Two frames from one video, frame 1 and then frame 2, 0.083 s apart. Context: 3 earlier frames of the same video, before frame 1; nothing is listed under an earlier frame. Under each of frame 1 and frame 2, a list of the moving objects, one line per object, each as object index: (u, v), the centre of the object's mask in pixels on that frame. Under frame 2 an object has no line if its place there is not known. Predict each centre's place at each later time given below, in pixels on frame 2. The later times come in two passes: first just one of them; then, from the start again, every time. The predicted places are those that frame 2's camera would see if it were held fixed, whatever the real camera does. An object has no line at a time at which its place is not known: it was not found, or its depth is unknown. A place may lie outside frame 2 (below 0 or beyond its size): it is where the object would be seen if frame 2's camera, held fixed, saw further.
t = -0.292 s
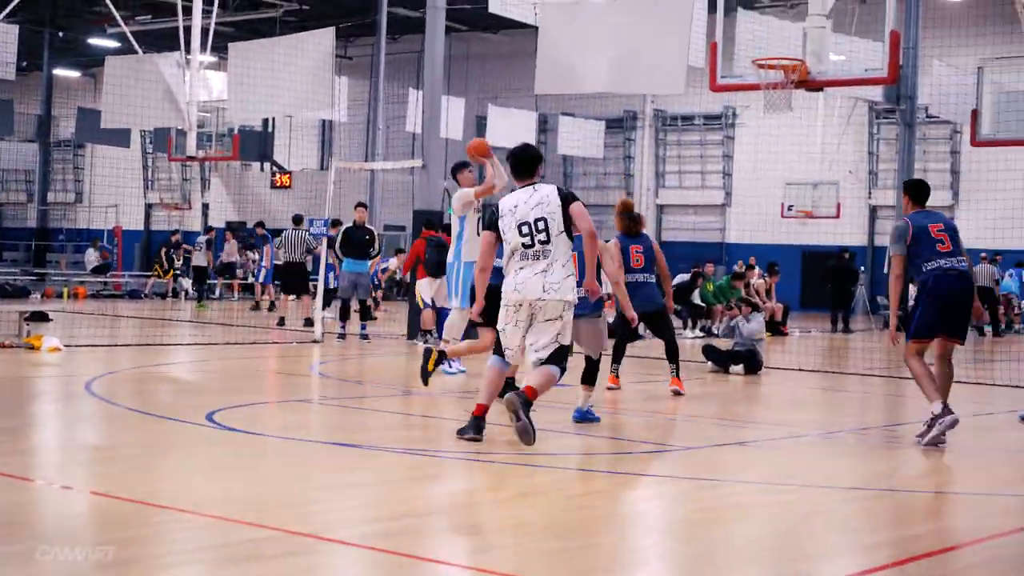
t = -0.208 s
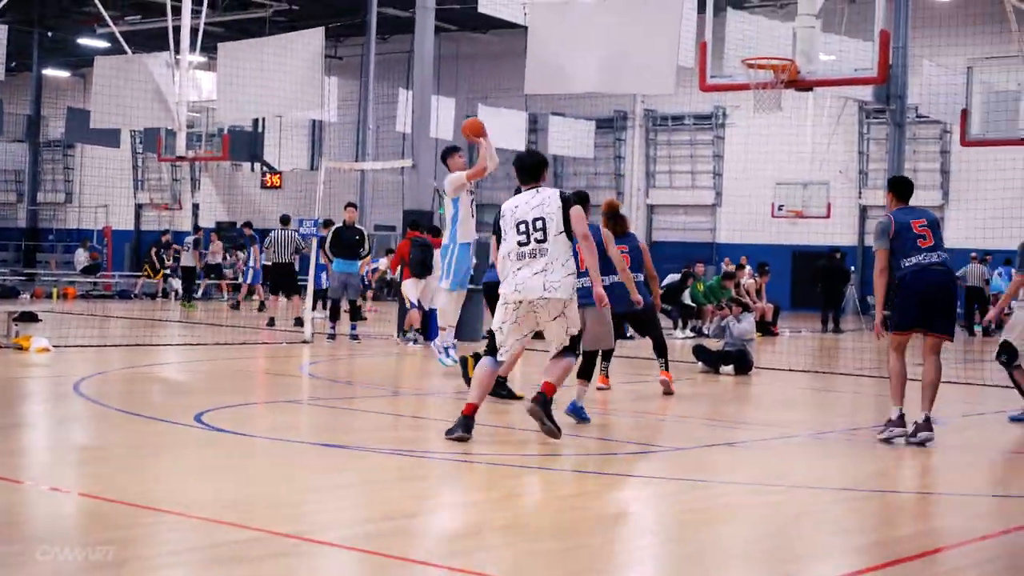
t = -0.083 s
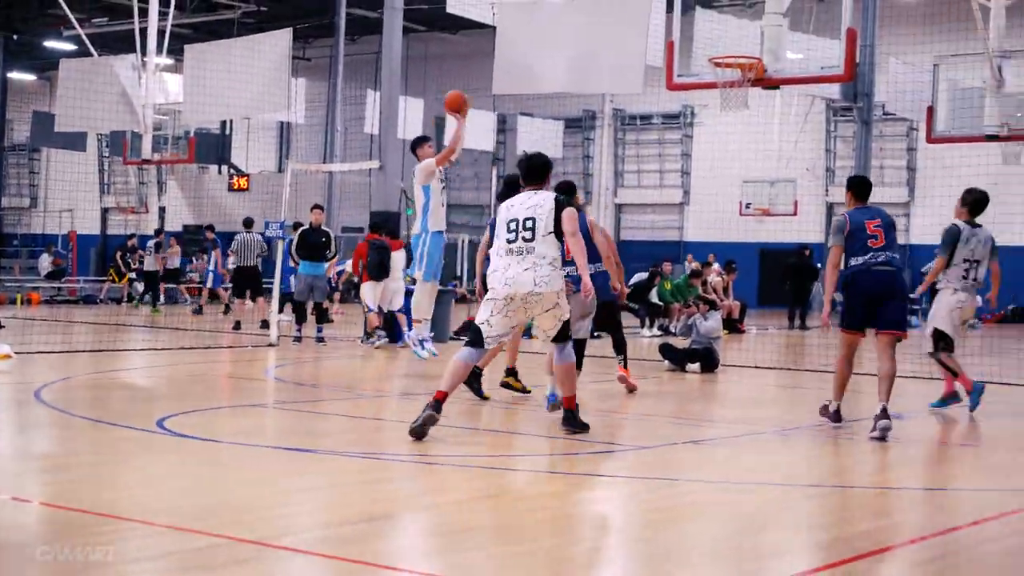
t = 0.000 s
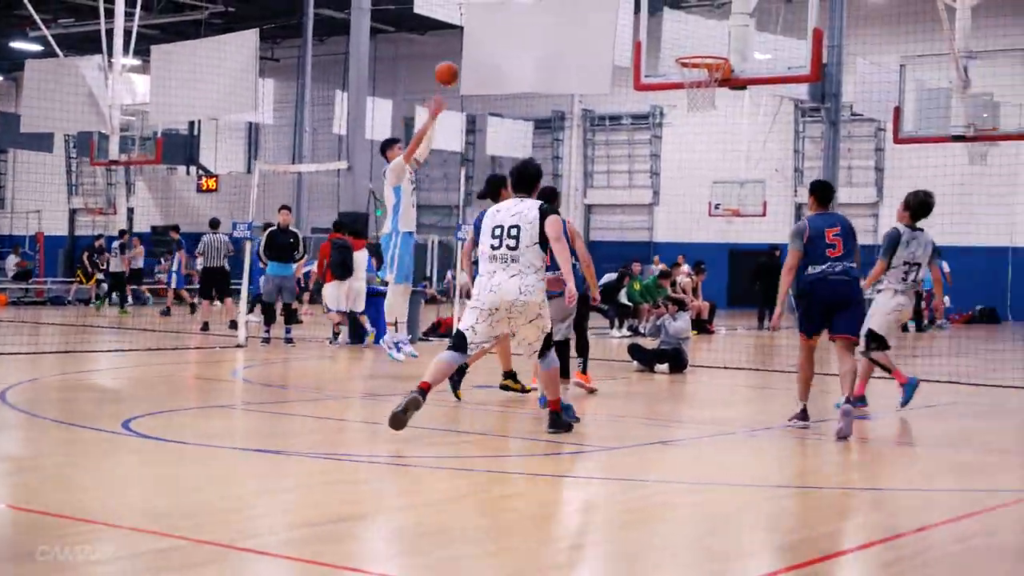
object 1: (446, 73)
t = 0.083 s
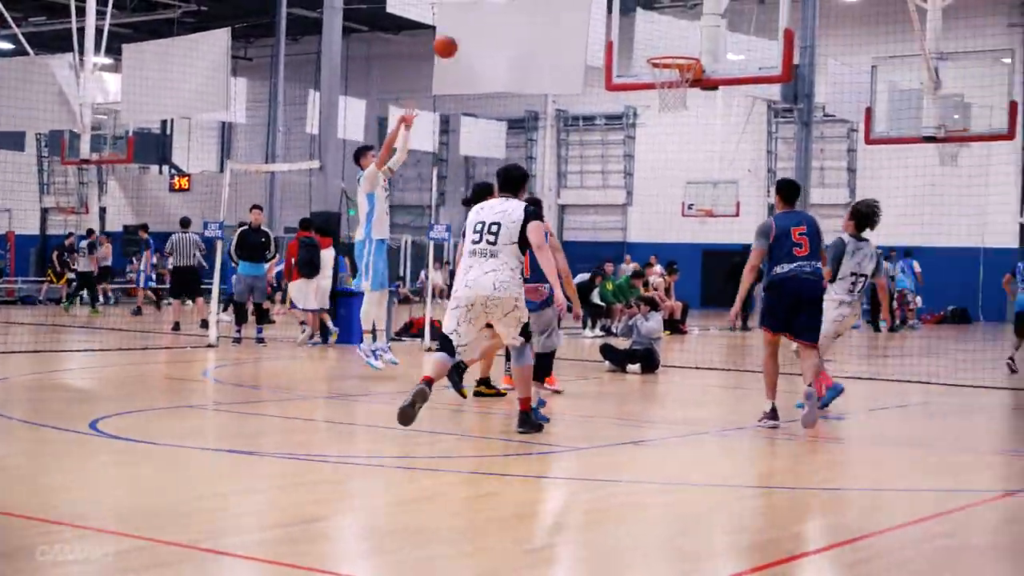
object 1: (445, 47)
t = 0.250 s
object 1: (490, 12)
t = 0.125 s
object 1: (456, 36)
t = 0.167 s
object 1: (467, 26)
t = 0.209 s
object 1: (478, 18)
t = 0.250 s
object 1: (490, 12)
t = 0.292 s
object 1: (502, 7)
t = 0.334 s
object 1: (514, 4)
